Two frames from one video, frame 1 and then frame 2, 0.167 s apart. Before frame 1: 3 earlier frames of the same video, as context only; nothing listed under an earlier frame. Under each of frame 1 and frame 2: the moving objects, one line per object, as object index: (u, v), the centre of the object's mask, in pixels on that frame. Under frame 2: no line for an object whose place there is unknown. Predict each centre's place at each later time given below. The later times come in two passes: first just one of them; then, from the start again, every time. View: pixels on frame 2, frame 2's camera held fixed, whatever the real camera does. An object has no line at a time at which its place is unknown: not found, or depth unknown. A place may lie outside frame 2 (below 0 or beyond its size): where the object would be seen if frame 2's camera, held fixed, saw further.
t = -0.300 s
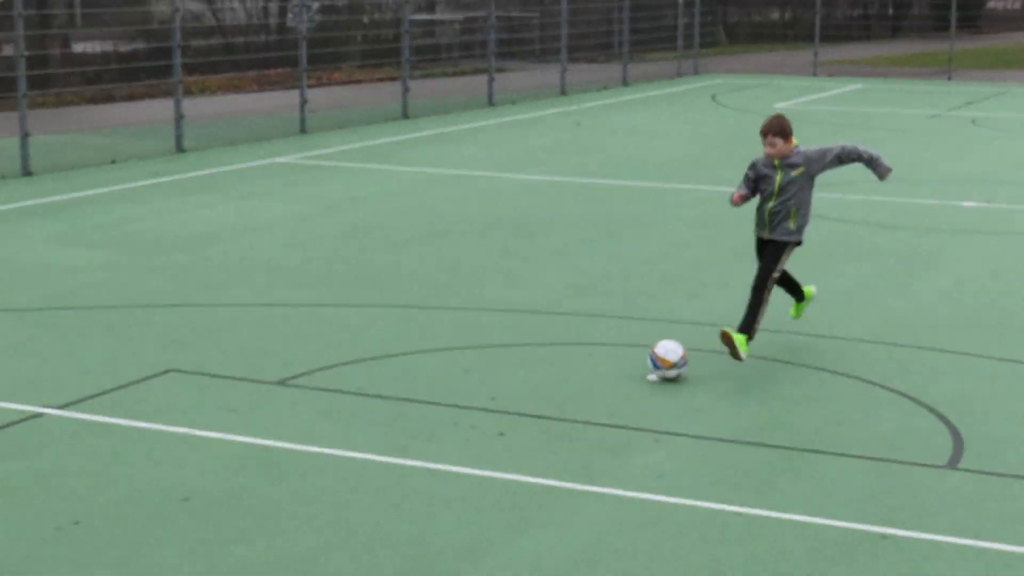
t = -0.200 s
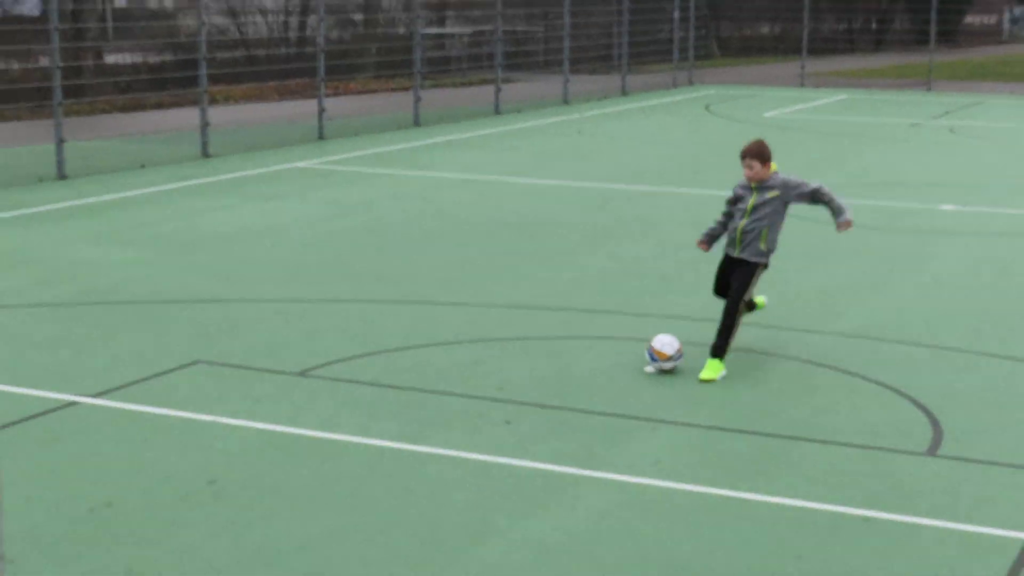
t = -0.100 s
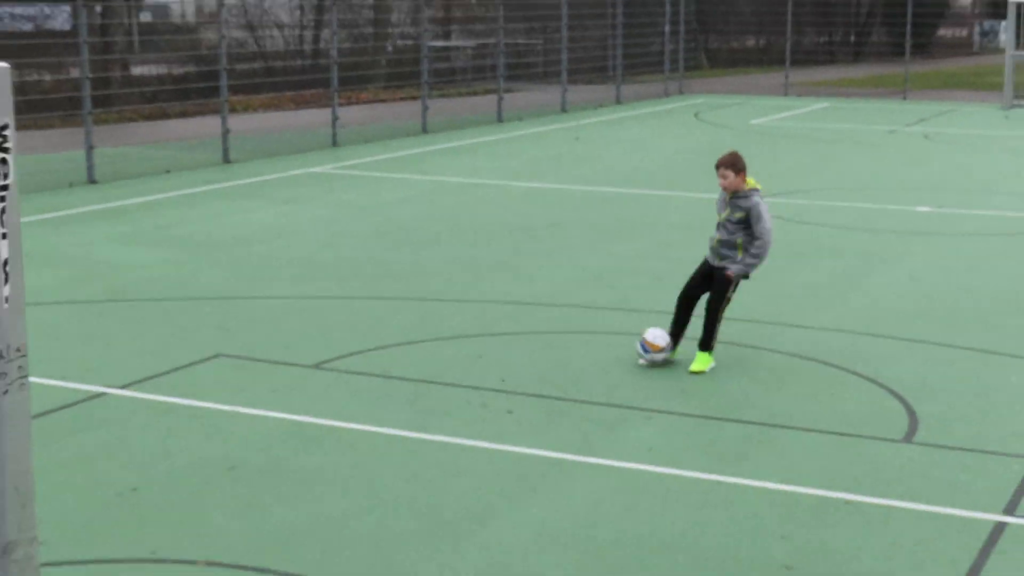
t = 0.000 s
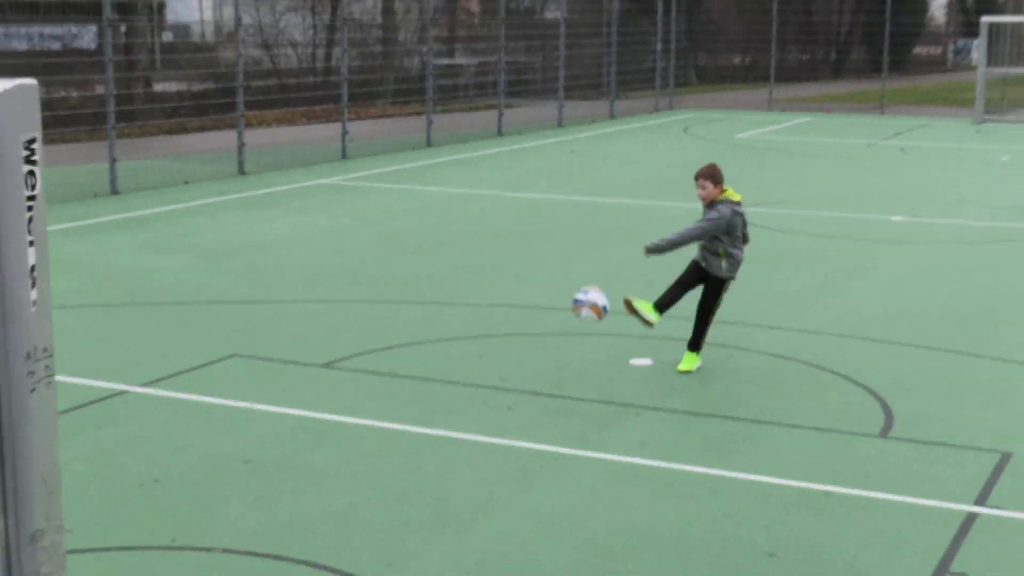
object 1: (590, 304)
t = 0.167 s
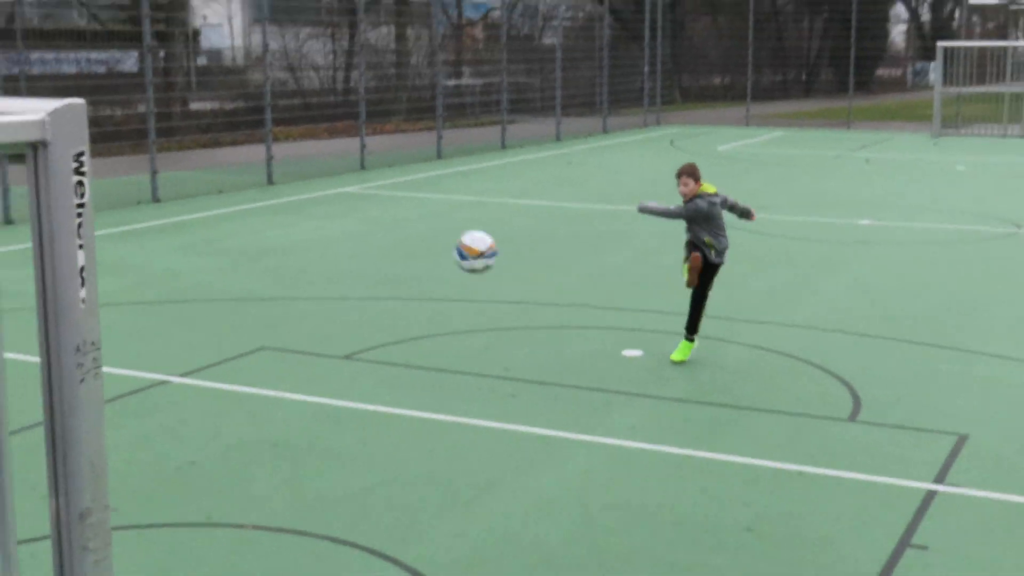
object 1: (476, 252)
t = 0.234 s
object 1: (417, 234)
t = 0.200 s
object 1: (448, 243)
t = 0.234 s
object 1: (417, 234)
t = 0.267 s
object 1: (380, 230)
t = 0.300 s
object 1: (342, 225)
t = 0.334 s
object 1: (300, 221)
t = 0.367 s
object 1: (252, 219)
